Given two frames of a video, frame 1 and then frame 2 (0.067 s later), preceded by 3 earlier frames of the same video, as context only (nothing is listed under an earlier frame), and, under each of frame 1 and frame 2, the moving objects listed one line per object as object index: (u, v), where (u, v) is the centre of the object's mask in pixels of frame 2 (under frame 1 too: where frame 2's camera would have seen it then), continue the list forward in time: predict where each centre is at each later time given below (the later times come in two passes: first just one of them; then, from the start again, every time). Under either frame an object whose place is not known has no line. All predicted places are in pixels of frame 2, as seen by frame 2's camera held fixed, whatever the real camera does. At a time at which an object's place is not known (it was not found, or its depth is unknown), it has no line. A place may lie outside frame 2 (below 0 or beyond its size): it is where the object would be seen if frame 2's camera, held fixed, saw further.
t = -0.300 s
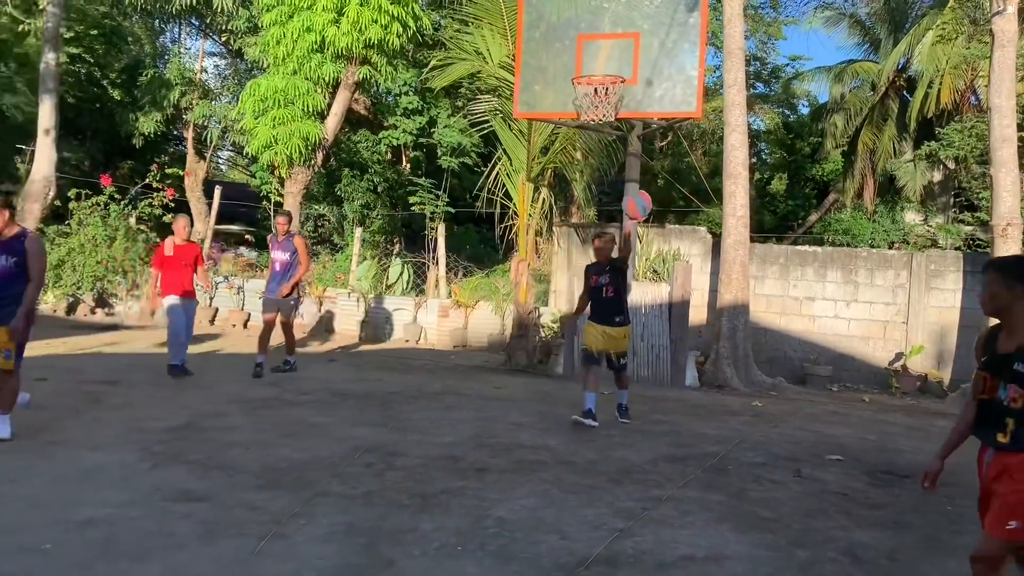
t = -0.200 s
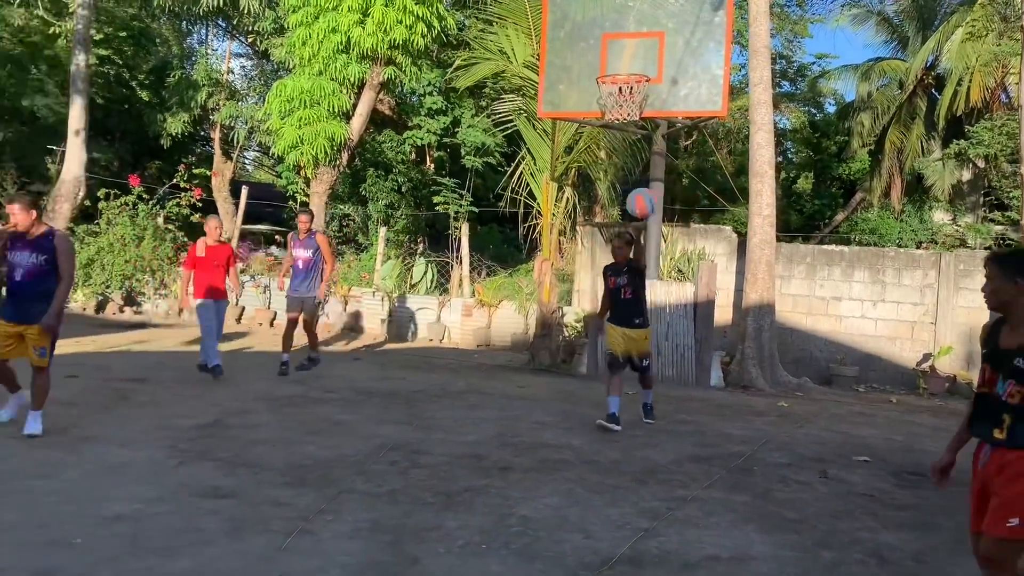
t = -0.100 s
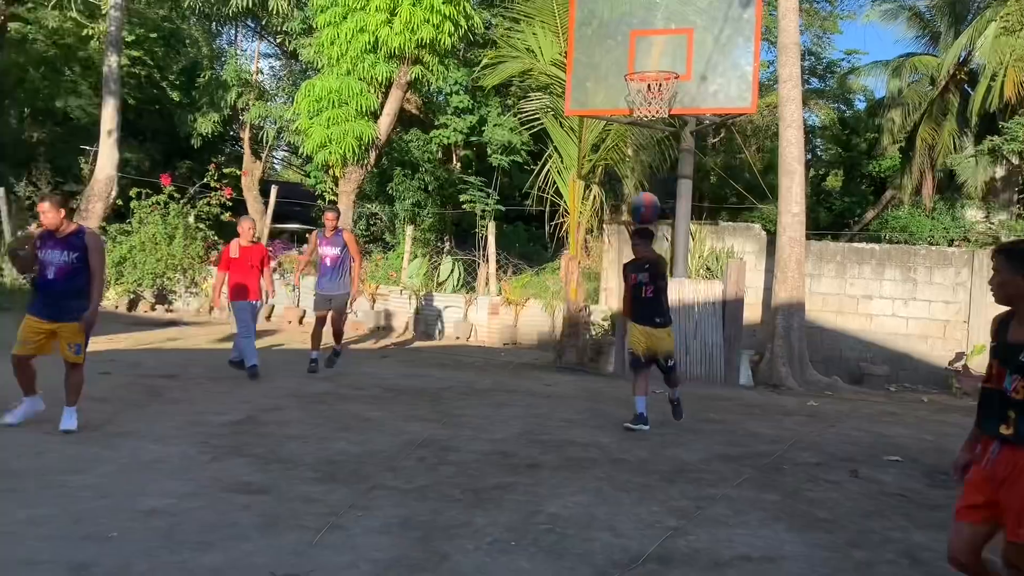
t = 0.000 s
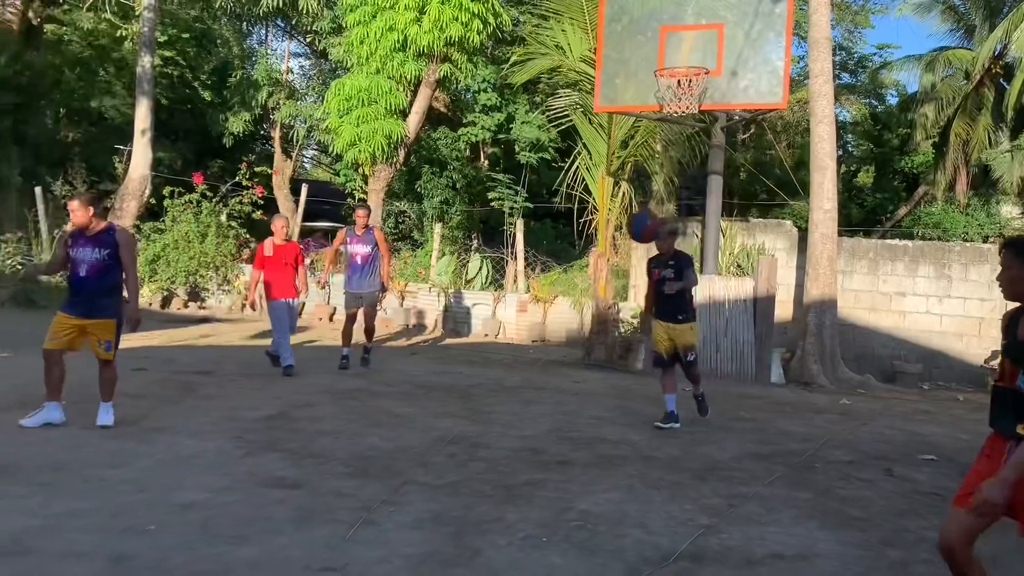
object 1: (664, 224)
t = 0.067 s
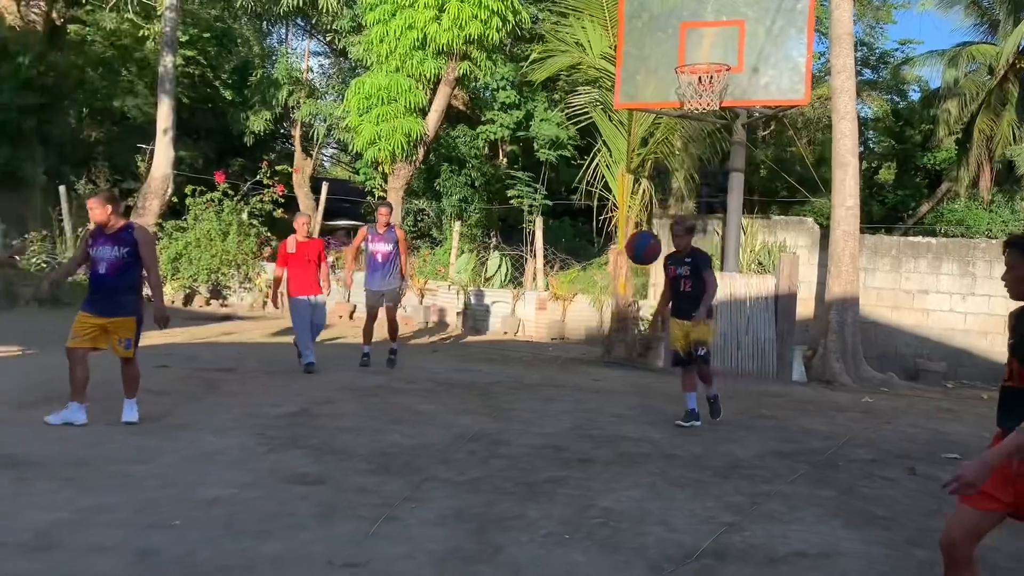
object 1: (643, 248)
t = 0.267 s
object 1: (571, 371)
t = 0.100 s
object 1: (632, 262)
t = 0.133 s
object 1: (621, 280)
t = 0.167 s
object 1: (609, 299)
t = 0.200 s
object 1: (597, 320)
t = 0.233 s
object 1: (585, 344)
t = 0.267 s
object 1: (571, 371)
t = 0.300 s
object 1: (558, 401)
